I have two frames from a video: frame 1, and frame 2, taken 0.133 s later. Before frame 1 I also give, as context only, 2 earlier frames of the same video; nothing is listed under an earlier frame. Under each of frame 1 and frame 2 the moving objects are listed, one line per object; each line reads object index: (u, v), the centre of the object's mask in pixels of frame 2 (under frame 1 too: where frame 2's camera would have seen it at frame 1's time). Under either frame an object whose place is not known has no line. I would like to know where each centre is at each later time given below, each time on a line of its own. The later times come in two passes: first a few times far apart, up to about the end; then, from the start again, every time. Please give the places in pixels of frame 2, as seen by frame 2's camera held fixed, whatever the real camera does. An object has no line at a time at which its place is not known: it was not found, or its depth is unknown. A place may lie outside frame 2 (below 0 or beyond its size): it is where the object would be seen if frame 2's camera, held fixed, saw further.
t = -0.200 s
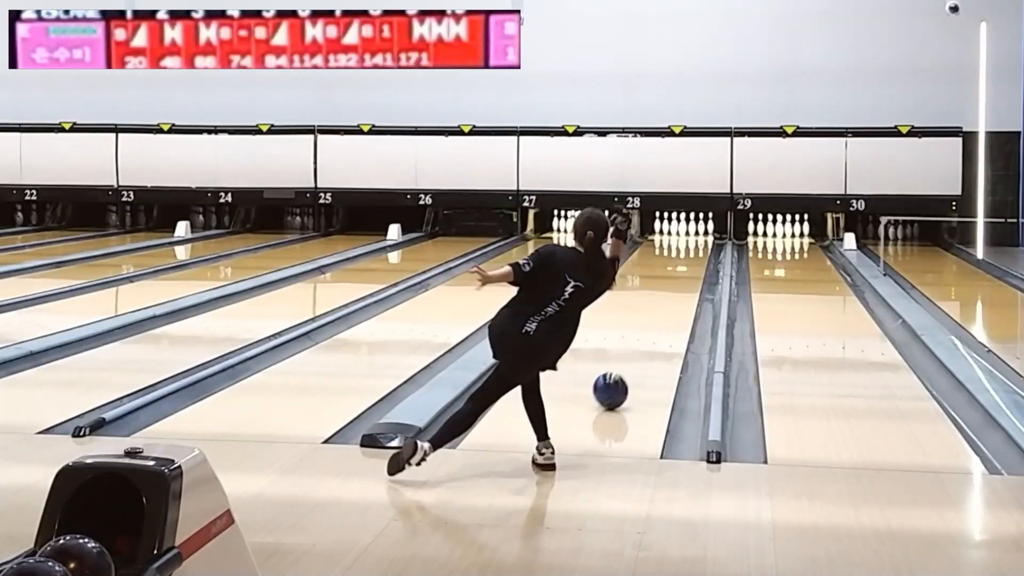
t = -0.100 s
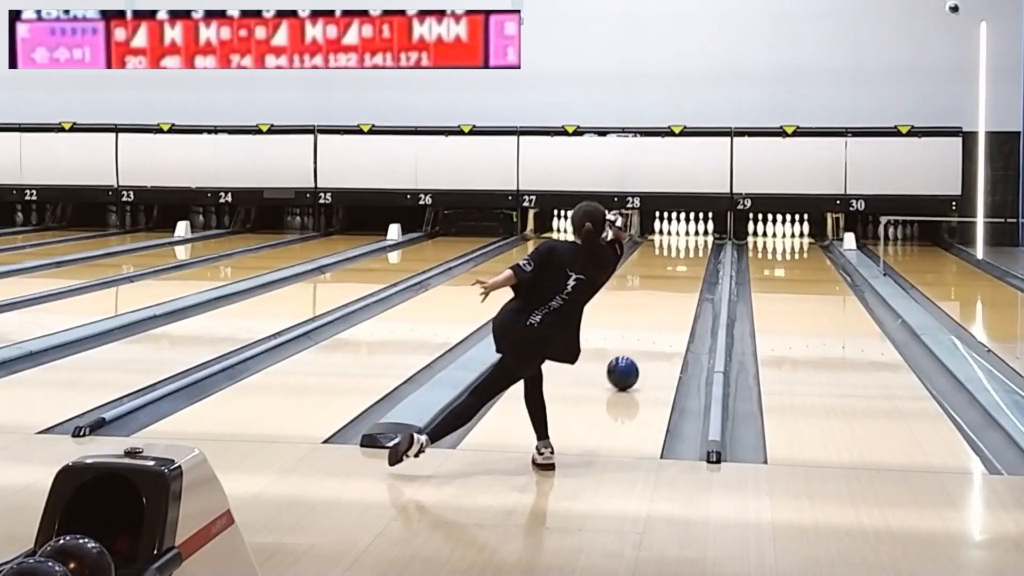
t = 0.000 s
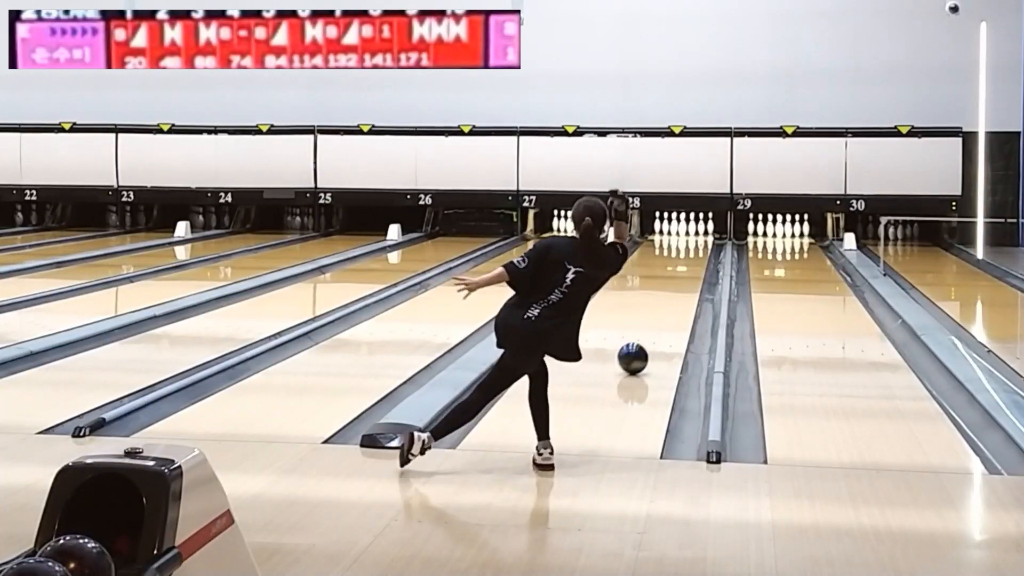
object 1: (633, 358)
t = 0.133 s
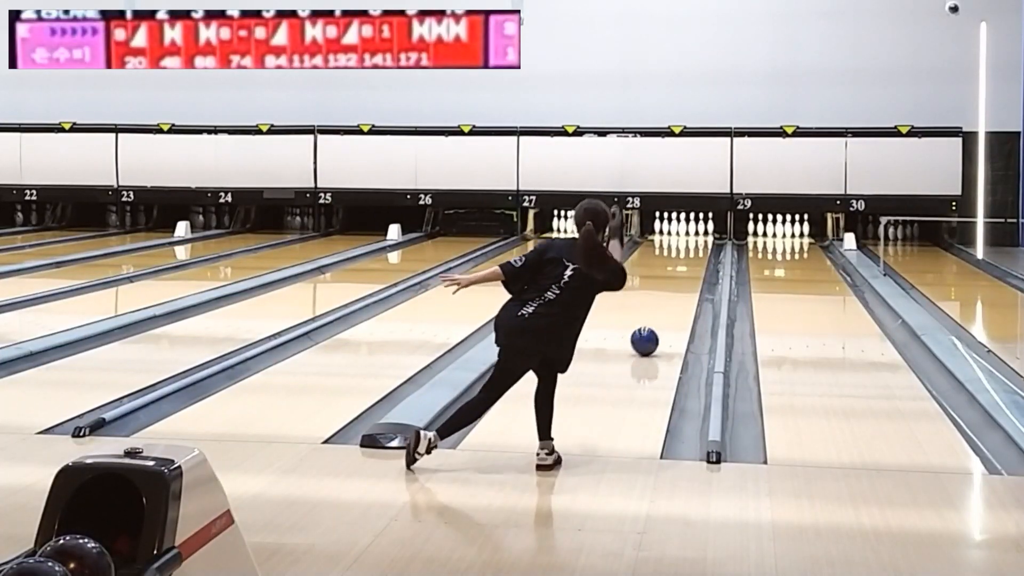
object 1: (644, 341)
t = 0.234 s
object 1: (652, 330)
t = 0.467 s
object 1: (666, 309)
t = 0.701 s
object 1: (677, 291)
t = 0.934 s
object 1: (685, 278)
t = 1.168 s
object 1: (690, 266)
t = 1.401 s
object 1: (694, 257)
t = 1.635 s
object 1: (696, 249)
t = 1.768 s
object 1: (696, 246)
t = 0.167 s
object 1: (647, 337)
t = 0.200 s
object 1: (650, 333)
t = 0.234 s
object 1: (652, 330)
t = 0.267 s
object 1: (654, 327)
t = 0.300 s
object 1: (656, 323)
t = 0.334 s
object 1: (658, 320)
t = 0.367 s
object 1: (660, 317)
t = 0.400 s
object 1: (662, 314)
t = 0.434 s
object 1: (664, 311)
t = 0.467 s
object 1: (666, 309)
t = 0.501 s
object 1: (668, 306)
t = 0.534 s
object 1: (669, 303)
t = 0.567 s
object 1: (671, 301)
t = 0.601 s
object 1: (673, 298)
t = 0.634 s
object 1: (674, 296)
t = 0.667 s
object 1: (675, 294)
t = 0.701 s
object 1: (677, 291)
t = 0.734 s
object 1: (678, 289)
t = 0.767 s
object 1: (679, 287)
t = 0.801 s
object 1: (681, 285)
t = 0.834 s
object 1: (682, 283)
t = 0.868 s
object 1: (683, 281)
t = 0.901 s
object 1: (684, 280)
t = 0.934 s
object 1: (685, 278)
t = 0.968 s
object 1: (686, 276)
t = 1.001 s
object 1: (686, 274)
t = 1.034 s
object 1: (687, 273)
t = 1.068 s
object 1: (688, 271)
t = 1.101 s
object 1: (689, 270)
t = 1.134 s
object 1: (690, 268)
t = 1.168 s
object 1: (690, 266)
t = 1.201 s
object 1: (691, 265)
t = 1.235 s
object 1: (692, 263)
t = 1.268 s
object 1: (692, 262)
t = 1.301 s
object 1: (693, 261)
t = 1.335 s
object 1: (693, 260)
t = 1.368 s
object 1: (694, 258)
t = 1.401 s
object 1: (694, 257)
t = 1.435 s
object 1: (695, 256)
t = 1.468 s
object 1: (695, 255)
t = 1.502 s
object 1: (695, 254)
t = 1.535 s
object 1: (695, 252)
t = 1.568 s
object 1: (696, 251)
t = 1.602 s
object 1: (696, 250)
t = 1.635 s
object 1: (696, 249)
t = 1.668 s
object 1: (696, 248)
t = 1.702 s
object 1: (696, 247)
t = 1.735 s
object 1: (696, 246)
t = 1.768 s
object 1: (696, 246)
